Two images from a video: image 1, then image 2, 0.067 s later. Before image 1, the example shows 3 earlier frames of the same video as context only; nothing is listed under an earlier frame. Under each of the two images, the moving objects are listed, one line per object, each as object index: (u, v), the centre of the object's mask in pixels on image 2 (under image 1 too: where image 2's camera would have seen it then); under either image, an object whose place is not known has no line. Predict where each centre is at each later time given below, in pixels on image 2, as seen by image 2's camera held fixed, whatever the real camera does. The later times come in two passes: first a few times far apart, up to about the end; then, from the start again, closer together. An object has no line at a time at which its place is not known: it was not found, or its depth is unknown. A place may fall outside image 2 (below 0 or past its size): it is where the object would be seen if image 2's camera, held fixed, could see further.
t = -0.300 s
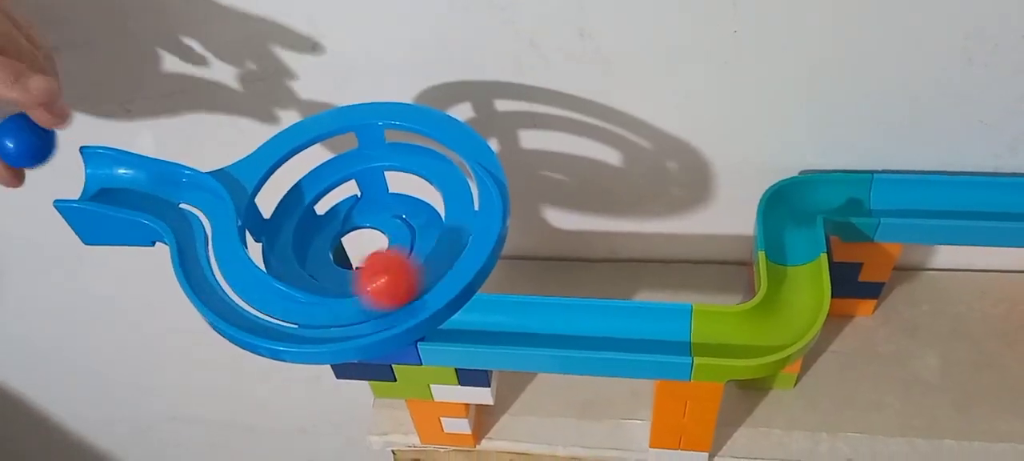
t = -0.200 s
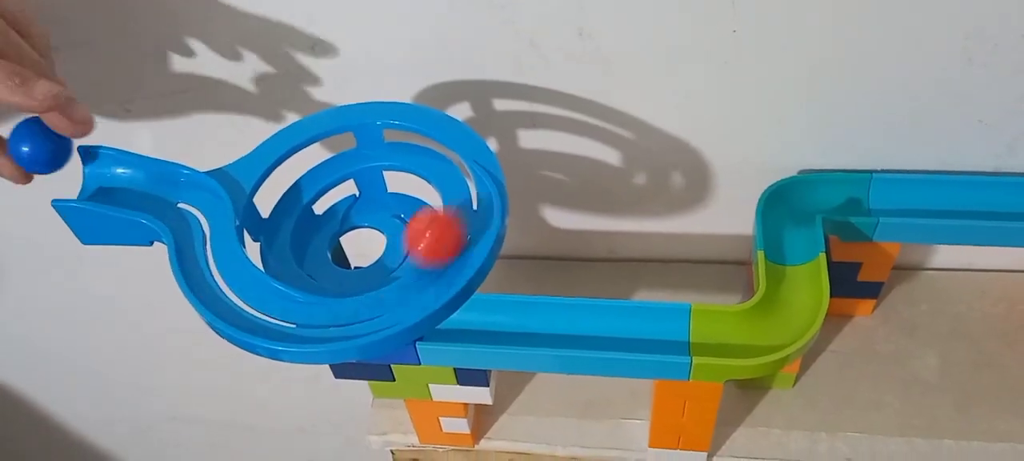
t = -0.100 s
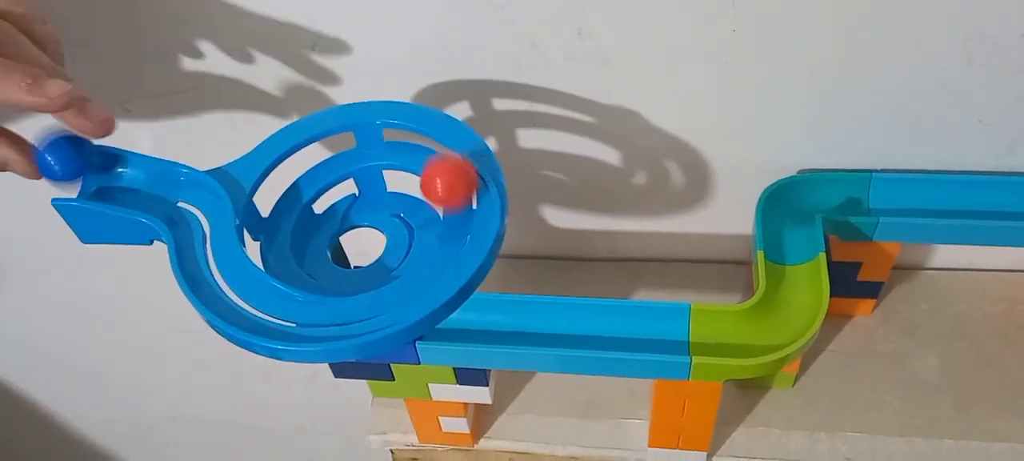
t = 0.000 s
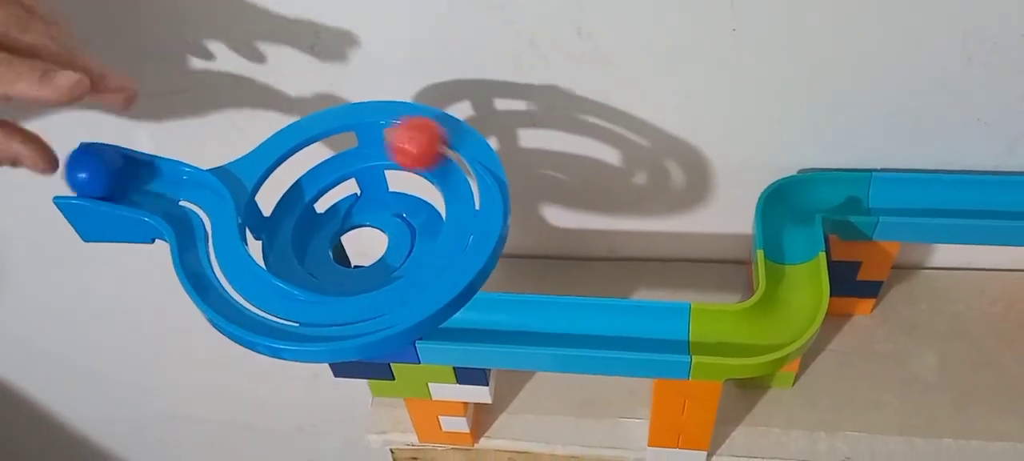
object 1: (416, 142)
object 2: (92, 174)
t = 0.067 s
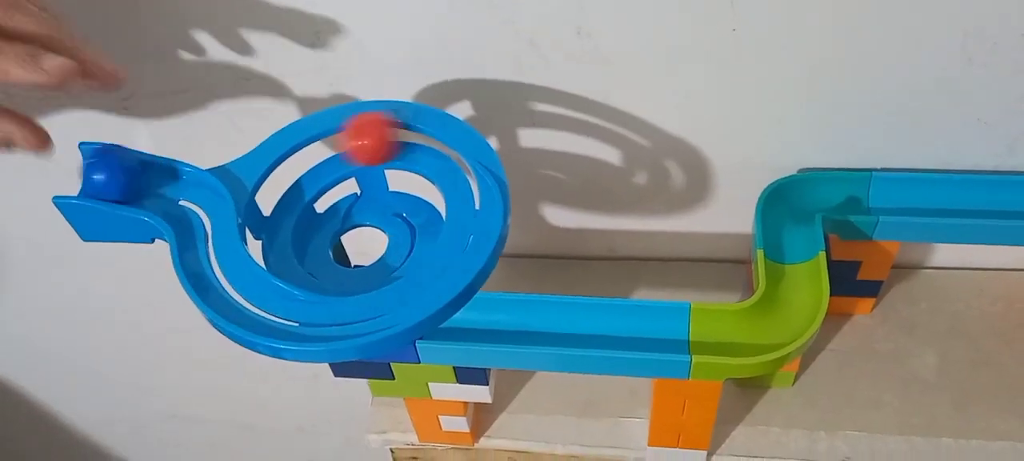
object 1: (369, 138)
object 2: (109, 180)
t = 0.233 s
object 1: (276, 222)
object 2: (195, 192)
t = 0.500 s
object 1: (412, 205)
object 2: (230, 278)
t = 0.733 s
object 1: (320, 242)
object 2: (331, 295)
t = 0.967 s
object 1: (393, 227)
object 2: (450, 210)
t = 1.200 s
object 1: (378, 191)
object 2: (361, 139)
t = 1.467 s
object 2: (323, 271)
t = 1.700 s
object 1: (606, 325)
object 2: (376, 194)
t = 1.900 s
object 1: (758, 330)
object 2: (332, 251)
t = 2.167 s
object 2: (393, 193)
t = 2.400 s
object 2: (353, 210)
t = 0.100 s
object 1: (349, 144)
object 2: (116, 181)
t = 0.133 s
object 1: (318, 158)
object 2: (136, 186)
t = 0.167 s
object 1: (296, 179)
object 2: (157, 185)
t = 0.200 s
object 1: (280, 202)
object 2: (181, 184)
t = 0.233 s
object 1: (276, 222)
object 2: (195, 192)
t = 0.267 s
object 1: (280, 240)
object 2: (198, 201)
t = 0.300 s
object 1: (296, 257)
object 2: (200, 215)
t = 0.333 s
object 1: (320, 268)
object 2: (200, 228)
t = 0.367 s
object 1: (346, 272)
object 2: (200, 240)
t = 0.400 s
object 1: (379, 262)
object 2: (205, 252)
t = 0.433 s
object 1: (404, 244)
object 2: (211, 261)
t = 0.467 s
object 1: (414, 224)
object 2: (220, 270)
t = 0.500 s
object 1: (412, 205)
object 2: (230, 278)
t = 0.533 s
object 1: (389, 191)
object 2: (240, 285)
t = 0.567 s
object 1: (364, 192)
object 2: (252, 291)
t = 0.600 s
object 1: (343, 201)
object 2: (263, 296)
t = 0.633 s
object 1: (325, 213)
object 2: (271, 300)
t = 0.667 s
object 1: (318, 225)
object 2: (292, 299)
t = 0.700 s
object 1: (316, 235)
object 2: (310, 297)
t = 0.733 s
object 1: (320, 242)
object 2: (331, 295)
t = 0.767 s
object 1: (326, 248)
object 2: (352, 293)
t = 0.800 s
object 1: (336, 253)
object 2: (374, 287)
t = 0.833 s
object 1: (349, 255)
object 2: (395, 278)
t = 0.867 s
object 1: (362, 253)
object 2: (415, 263)
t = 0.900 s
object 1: (377, 248)
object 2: (430, 245)
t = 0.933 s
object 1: (388, 239)
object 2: (443, 228)
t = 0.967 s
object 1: (393, 227)
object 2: (450, 210)
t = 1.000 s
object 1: (397, 217)
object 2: (454, 188)
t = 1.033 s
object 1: (399, 207)
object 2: (450, 173)
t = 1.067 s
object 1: (402, 197)
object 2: (436, 155)
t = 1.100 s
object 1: (398, 193)
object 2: (420, 146)
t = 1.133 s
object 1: (392, 191)
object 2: (402, 138)
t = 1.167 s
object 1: (385, 190)
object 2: (380, 136)
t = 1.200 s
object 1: (378, 191)
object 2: (361, 139)
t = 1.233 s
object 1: (368, 196)
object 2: (351, 146)
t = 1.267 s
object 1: (358, 200)
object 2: (313, 166)
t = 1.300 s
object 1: (353, 207)
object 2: (291, 187)
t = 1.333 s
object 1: (354, 217)
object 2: (272, 210)
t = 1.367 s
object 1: (357, 228)
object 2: (270, 227)
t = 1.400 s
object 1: (359, 247)
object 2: (279, 244)
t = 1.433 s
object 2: (301, 263)
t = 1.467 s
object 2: (323, 271)
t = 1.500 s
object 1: (451, 328)
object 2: (349, 274)
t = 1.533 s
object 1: (473, 322)
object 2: (374, 269)
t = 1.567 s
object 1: (496, 320)
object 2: (398, 256)
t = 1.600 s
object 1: (522, 321)
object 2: (416, 233)
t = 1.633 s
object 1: (551, 322)
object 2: (417, 212)
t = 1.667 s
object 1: (578, 324)
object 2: (402, 191)
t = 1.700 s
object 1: (606, 325)
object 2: (376, 194)
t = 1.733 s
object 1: (634, 327)
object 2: (359, 195)
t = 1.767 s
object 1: (661, 328)
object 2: (331, 210)
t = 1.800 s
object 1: (687, 330)
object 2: (317, 220)
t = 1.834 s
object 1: (711, 332)
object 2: (313, 232)
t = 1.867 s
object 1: (735, 333)
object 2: (321, 242)
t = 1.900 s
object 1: (758, 330)
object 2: (332, 251)
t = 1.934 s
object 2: (347, 257)
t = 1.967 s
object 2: (364, 256)
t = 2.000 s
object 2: (385, 247)
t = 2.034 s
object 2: (392, 238)
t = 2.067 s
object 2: (395, 224)
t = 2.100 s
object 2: (396, 210)
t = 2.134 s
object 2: (398, 198)
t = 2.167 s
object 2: (393, 193)
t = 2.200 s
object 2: (386, 191)
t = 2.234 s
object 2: (383, 190)
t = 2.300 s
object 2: (364, 193)
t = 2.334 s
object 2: (359, 196)
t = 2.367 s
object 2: (354, 203)
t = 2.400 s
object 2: (353, 210)
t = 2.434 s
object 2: (354, 218)
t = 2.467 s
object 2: (356, 228)
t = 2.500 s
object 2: (360, 249)
